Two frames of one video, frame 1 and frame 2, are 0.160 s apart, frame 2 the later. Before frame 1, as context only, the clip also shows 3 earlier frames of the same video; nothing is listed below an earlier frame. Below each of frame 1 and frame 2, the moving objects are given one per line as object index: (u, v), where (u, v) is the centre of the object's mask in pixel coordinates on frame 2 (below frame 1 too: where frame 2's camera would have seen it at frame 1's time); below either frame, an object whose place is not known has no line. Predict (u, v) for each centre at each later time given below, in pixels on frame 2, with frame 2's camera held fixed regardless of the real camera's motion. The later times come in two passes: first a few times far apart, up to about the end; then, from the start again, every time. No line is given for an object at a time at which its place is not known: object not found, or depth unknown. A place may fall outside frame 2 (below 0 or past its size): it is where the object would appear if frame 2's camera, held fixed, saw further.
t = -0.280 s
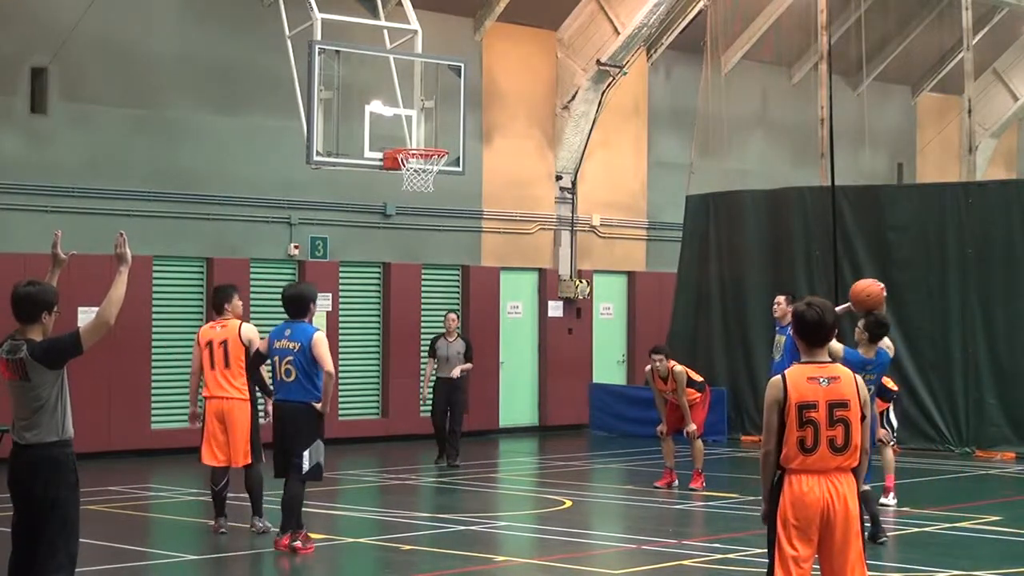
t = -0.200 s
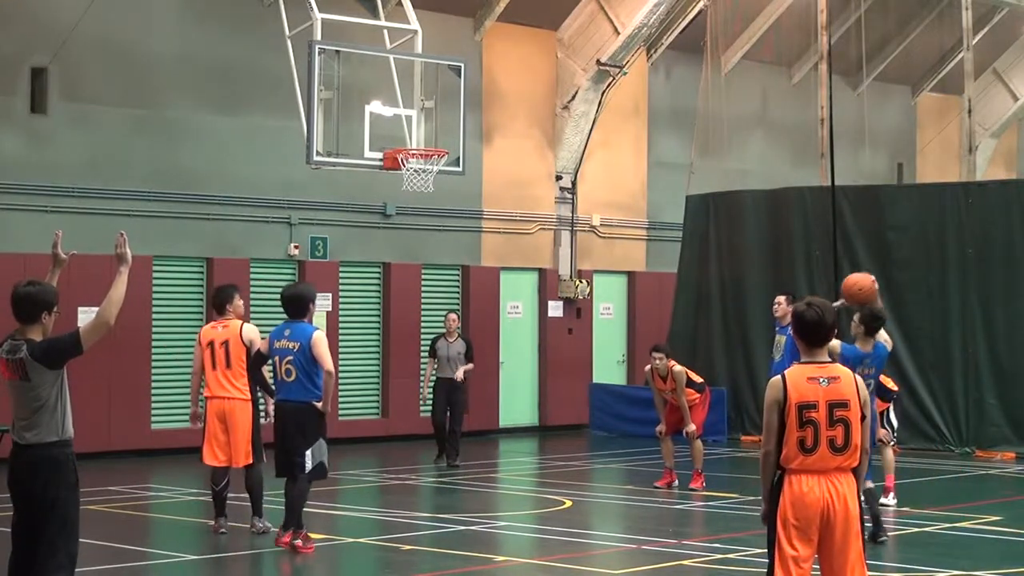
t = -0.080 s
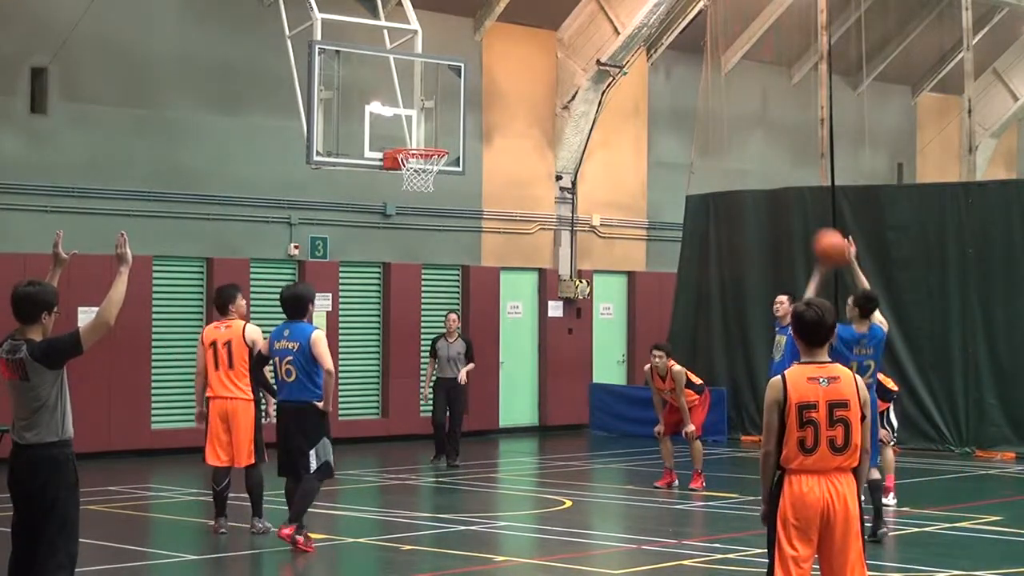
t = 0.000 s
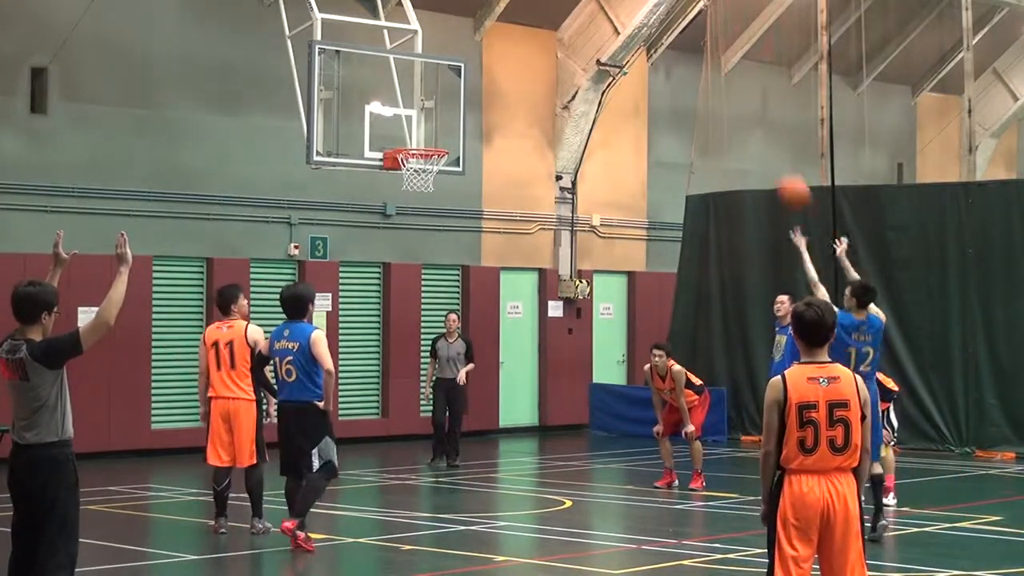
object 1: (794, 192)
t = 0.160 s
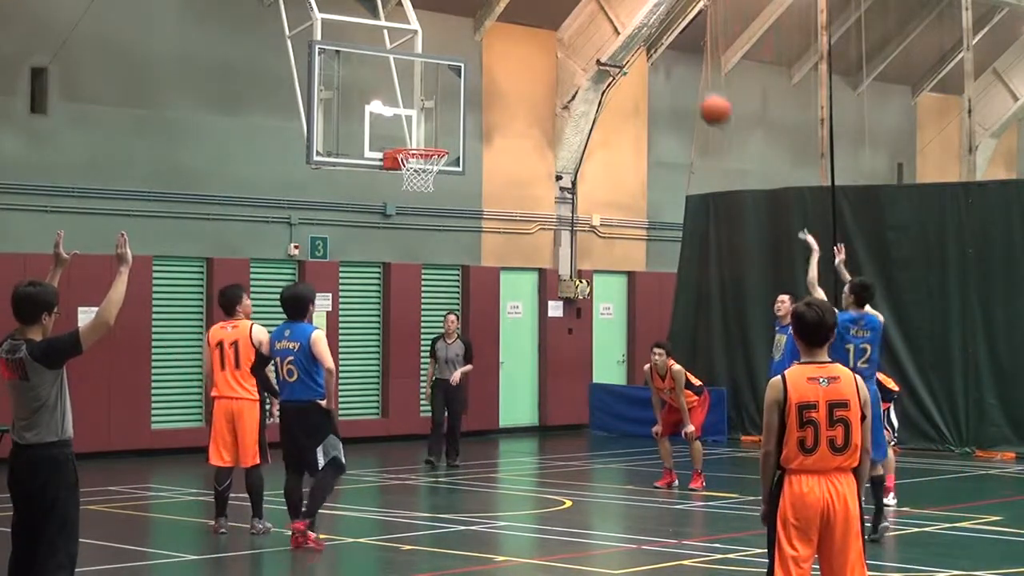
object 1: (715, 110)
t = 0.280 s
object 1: (660, 70)
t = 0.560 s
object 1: (542, 50)
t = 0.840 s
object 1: (434, 117)
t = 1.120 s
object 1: (403, 172)
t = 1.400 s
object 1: (408, 196)
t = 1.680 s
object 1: (420, 297)
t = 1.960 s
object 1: (429, 483)
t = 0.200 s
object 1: (696, 94)
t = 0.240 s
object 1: (678, 81)
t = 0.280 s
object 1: (660, 70)
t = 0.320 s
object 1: (643, 62)
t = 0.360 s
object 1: (625, 55)
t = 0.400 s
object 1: (606, 51)
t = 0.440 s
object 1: (589, 48)
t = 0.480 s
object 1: (573, 47)
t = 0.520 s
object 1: (557, 47)
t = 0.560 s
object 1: (542, 50)
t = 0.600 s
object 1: (525, 55)
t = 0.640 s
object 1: (508, 62)
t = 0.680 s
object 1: (493, 69)
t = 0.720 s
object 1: (479, 79)
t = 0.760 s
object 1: (465, 90)
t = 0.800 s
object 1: (448, 102)
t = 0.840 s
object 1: (434, 117)
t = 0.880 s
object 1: (419, 133)
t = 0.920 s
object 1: (410, 145)
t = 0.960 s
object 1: (430, 153)
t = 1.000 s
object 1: (430, 160)
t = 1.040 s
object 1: (419, 166)
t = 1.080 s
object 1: (408, 172)
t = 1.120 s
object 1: (403, 172)
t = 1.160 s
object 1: (400, 175)
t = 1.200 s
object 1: (401, 174)
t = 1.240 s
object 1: (402, 175)
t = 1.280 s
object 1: (404, 177)
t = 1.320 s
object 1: (406, 179)
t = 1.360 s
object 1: (404, 188)
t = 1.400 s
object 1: (408, 196)
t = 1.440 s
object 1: (410, 204)
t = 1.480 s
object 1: (412, 215)
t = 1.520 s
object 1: (413, 228)
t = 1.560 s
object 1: (415, 242)
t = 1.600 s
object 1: (417, 260)
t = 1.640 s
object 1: (418, 277)
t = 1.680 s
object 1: (420, 297)
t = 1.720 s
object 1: (421, 320)
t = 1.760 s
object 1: (422, 345)
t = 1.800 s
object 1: (423, 369)
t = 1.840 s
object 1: (425, 397)
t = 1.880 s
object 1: (427, 425)
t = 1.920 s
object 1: (428, 456)
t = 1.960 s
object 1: (429, 483)
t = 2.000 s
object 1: (431, 461)
